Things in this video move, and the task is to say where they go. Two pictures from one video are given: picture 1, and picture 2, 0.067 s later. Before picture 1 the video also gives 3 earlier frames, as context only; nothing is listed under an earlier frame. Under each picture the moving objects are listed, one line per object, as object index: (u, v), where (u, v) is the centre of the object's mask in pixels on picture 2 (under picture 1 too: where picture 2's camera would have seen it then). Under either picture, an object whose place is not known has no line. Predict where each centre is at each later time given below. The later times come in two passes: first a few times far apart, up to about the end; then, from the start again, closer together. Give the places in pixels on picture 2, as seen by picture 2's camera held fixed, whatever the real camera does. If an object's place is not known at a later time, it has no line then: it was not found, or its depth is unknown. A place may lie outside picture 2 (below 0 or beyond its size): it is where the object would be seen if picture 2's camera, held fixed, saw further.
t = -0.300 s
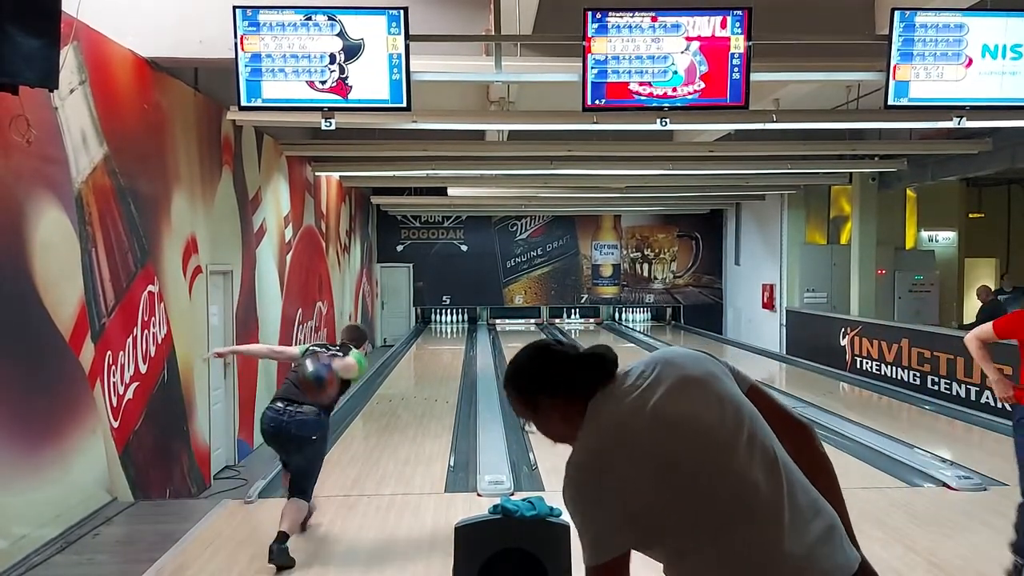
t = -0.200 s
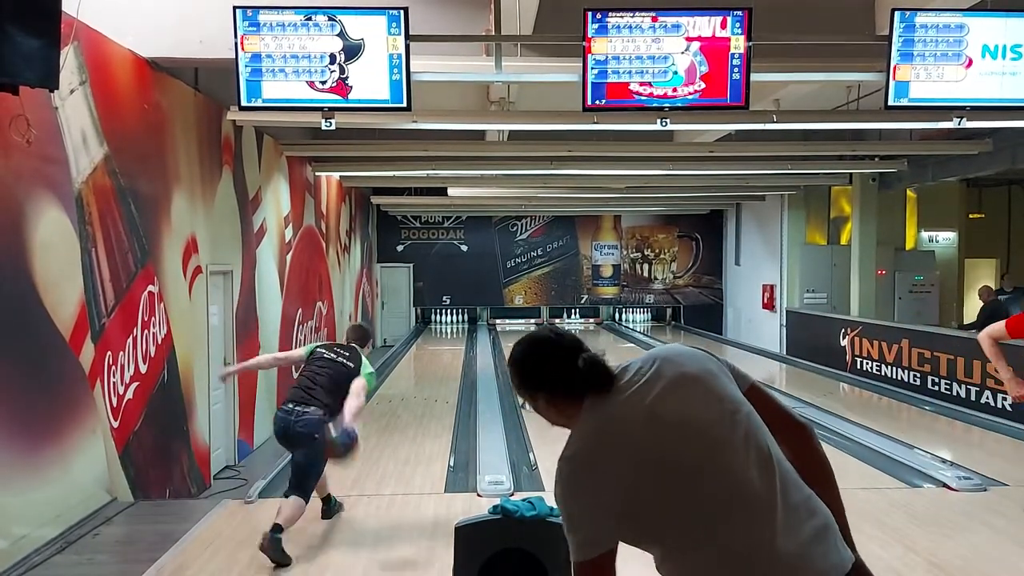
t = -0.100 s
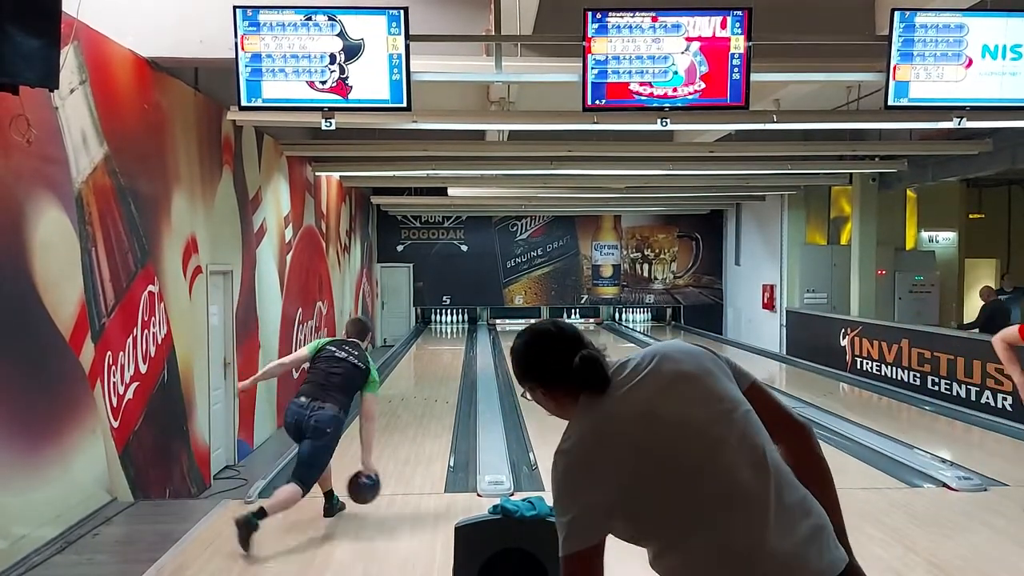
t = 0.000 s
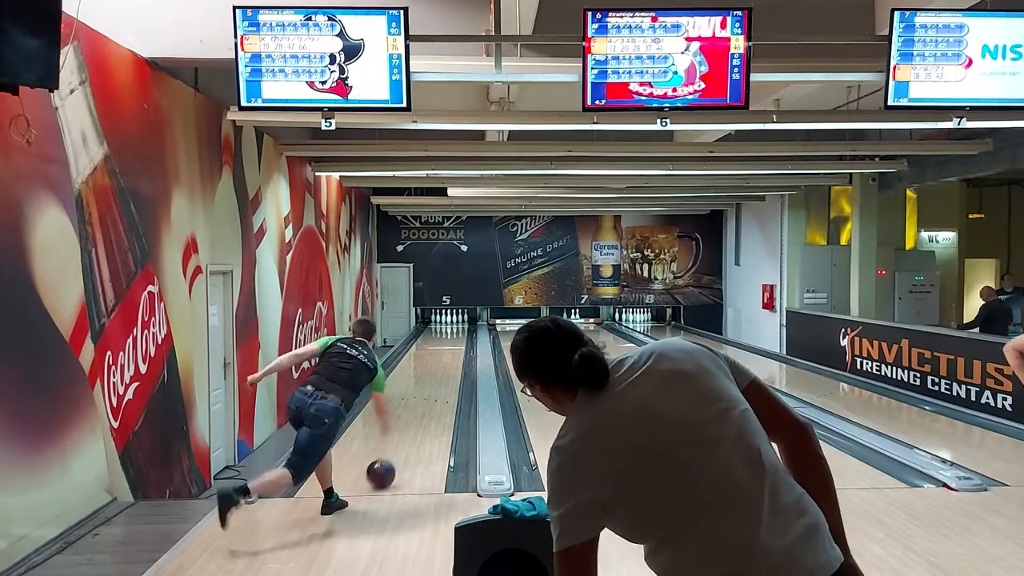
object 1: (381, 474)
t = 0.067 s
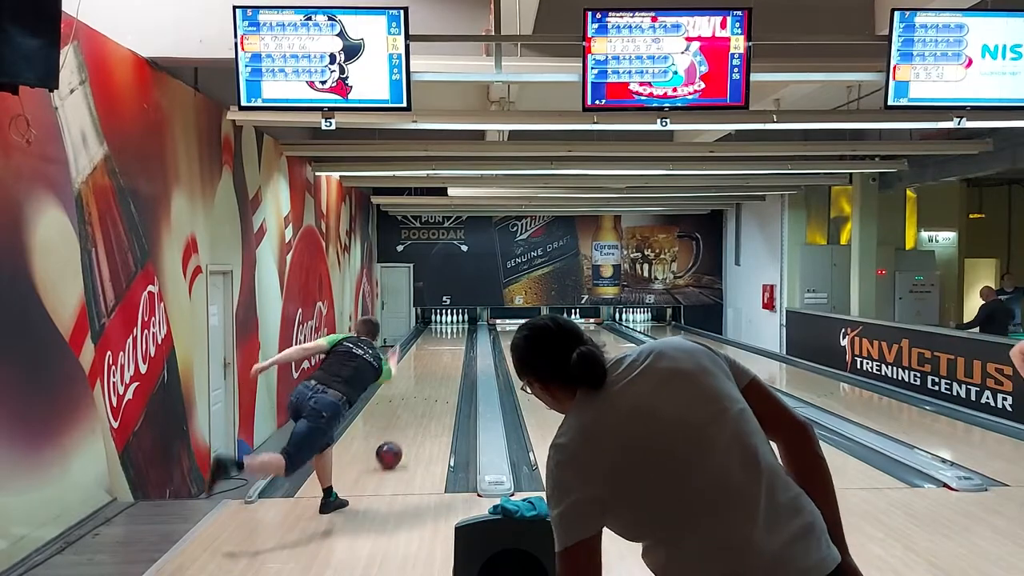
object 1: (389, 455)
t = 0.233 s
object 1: (404, 422)
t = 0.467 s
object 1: (417, 392)
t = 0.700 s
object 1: (426, 370)
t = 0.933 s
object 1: (432, 356)
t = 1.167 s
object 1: (436, 345)
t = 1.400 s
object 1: (439, 336)
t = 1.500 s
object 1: (440, 333)
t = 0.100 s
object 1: (392, 448)
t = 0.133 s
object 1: (397, 442)
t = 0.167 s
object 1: (399, 434)
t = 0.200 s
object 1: (401, 428)
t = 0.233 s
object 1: (404, 422)
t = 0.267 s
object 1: (406, 417)
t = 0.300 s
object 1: (408, 412)
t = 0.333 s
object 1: (410, 407)
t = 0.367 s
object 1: (412, 403)
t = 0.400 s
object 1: (414, 399)
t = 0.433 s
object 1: (415, 395)
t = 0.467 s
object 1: (417, 392)
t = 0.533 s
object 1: (422, 384)
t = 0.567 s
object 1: (421, 381)
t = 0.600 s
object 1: (422, 379)
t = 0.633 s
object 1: (424, 376)
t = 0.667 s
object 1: (425, 373)
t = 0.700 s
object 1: (426, 370)
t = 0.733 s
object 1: (427, 368)
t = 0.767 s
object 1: (428, 366)
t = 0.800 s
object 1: (428, 364)
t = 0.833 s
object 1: (430, 361)
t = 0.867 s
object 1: (430, 359)
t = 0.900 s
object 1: (431, 357)
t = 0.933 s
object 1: (432, 356)
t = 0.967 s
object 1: (432, 354)
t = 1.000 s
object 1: (433, 352)
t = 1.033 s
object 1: (434, 350)
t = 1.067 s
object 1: (434, 349)
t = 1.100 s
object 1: (435, 348)
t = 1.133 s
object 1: (435, 346)
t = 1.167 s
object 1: (436, 345)
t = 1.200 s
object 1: (436, 344)
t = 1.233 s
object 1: (437, 343)
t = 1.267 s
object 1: (437, 341)
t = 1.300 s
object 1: (437, 340)
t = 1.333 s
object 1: (438, 339)
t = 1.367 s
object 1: (438, 337)
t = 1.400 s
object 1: (439, 336)
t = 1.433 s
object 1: (439, 335)
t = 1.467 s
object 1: (439, 334)
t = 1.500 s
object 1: (440, 333)
